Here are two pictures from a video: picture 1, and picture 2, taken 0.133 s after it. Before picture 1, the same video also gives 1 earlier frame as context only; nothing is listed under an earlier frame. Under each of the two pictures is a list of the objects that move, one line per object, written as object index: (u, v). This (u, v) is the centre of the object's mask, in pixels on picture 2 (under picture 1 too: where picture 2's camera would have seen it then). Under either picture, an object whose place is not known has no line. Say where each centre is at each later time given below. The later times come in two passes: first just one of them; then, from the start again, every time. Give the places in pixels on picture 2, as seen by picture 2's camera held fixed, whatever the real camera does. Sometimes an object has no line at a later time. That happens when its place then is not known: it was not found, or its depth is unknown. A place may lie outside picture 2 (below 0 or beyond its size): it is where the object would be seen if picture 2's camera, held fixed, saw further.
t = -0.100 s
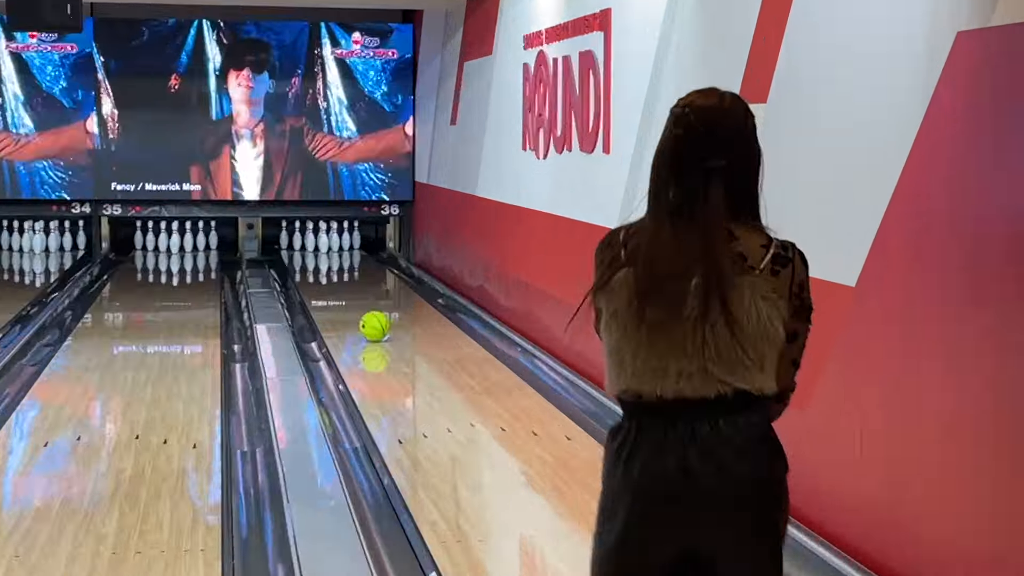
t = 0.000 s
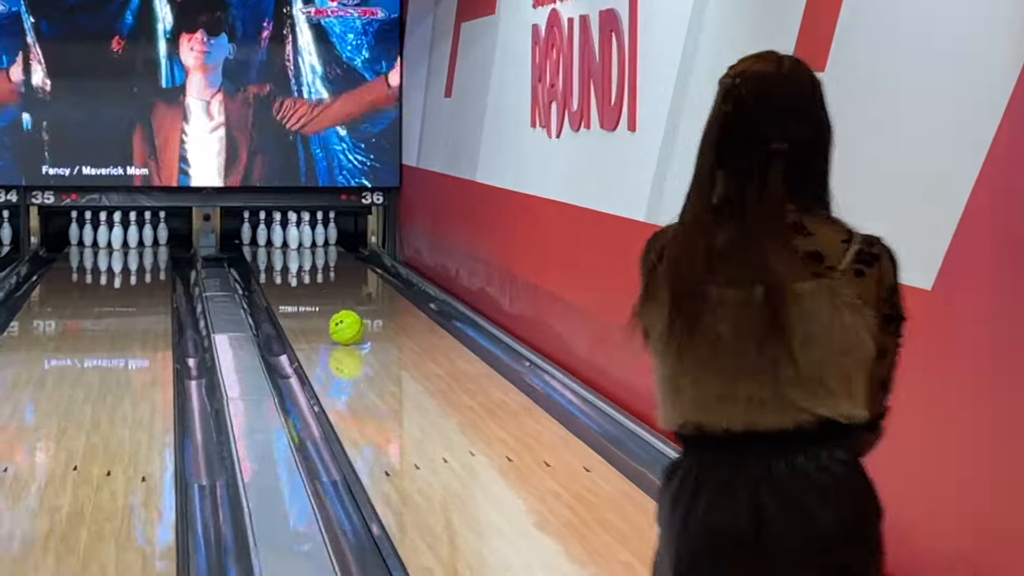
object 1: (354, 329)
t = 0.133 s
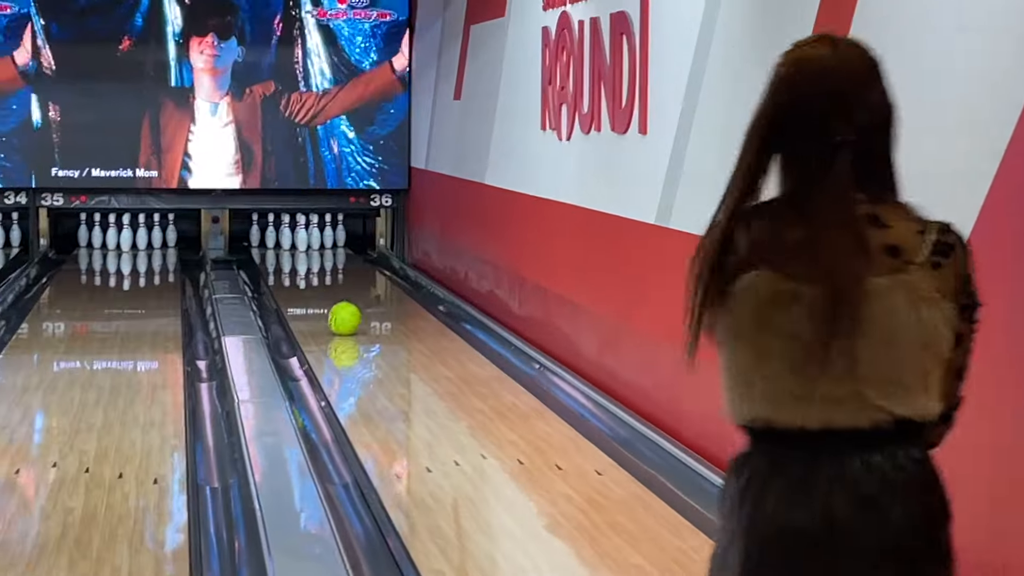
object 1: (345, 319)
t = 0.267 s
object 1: (336, 309)
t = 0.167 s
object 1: (342, 316)
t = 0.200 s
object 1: (340, 313)
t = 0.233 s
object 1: (338, 311)
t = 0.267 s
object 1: (336, 309)
